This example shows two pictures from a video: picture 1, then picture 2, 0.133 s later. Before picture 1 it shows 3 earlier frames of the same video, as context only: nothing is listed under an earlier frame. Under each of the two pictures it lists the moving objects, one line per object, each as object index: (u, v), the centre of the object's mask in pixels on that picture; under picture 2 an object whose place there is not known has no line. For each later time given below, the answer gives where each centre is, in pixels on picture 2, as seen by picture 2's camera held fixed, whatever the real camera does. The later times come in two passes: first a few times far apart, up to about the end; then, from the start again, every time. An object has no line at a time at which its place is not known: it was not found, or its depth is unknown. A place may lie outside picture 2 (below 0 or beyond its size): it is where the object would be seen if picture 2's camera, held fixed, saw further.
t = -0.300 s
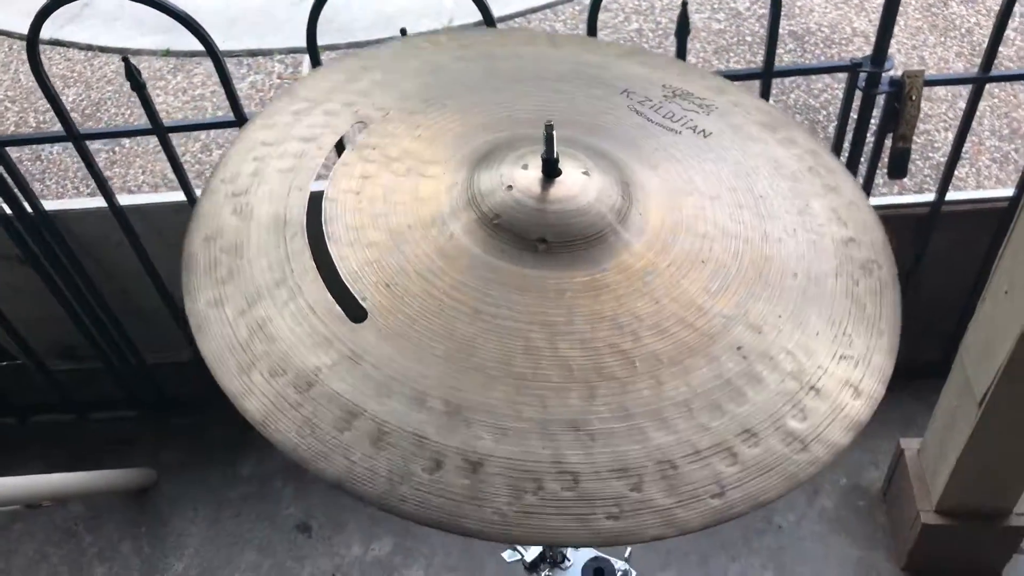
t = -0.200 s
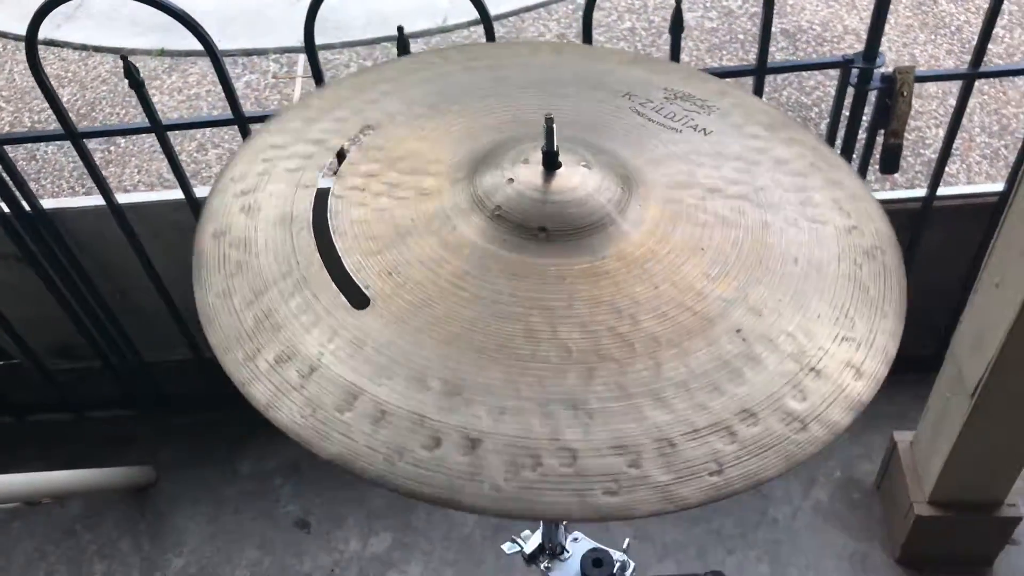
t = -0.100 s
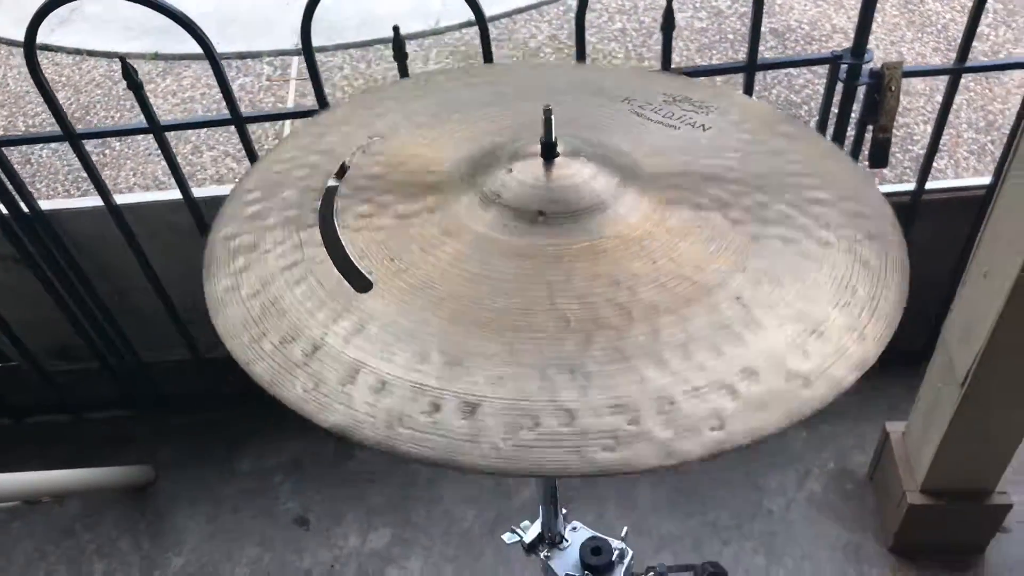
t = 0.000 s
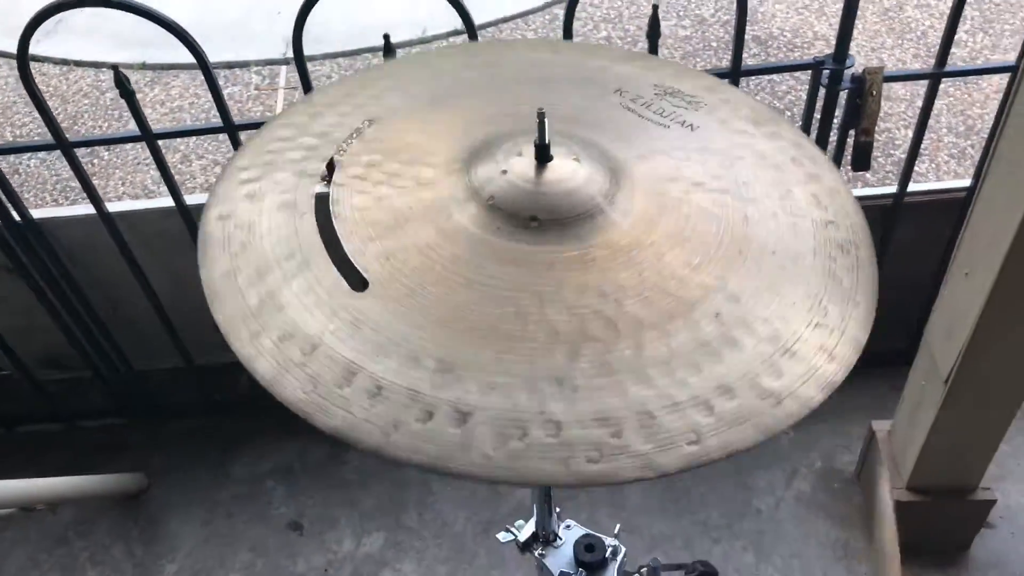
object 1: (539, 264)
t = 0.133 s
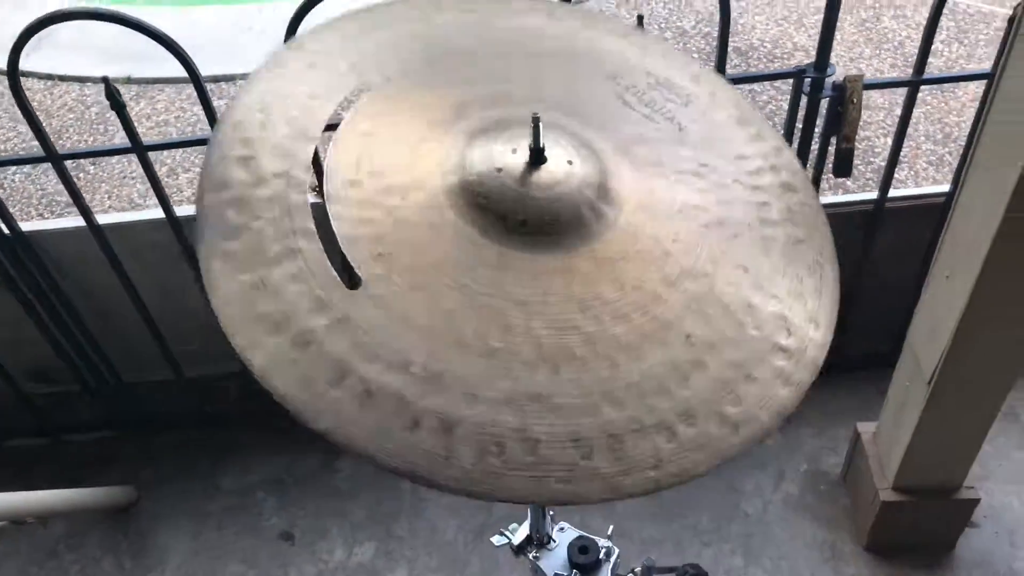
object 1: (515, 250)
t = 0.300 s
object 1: (527, 257)
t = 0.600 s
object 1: (548, 256)
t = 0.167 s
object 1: (516, 248)
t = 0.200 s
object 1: (518, 248)
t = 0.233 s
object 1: (519, 250)
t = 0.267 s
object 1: (522, 253)
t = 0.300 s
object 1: (527, 257)
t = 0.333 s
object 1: (533, 261)
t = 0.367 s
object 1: (539, 263)
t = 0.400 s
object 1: (544, 264)
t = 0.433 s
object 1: (545, 263)
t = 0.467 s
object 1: (545, 261)
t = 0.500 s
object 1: (545, 259)
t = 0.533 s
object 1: (548, 257)
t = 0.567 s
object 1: (550, 256)
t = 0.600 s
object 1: (548, 256)
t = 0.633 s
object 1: (543, 257)
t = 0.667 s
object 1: (539, 258)
